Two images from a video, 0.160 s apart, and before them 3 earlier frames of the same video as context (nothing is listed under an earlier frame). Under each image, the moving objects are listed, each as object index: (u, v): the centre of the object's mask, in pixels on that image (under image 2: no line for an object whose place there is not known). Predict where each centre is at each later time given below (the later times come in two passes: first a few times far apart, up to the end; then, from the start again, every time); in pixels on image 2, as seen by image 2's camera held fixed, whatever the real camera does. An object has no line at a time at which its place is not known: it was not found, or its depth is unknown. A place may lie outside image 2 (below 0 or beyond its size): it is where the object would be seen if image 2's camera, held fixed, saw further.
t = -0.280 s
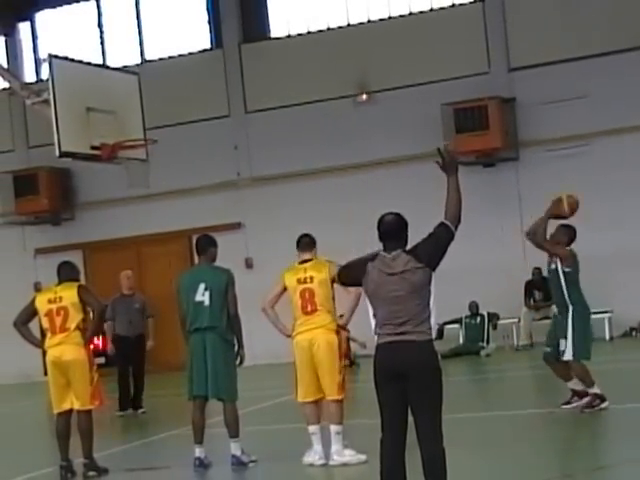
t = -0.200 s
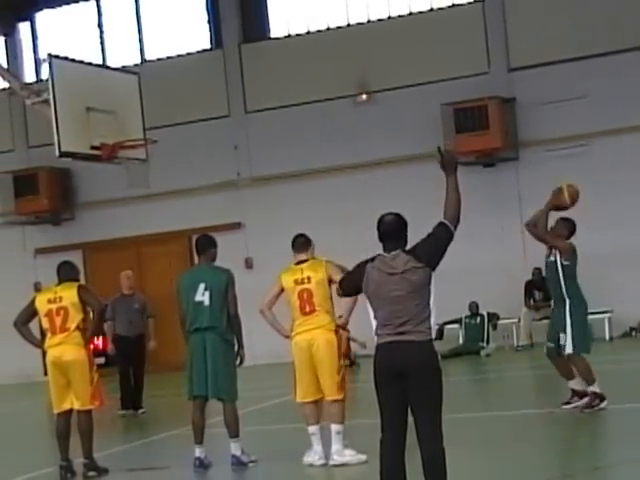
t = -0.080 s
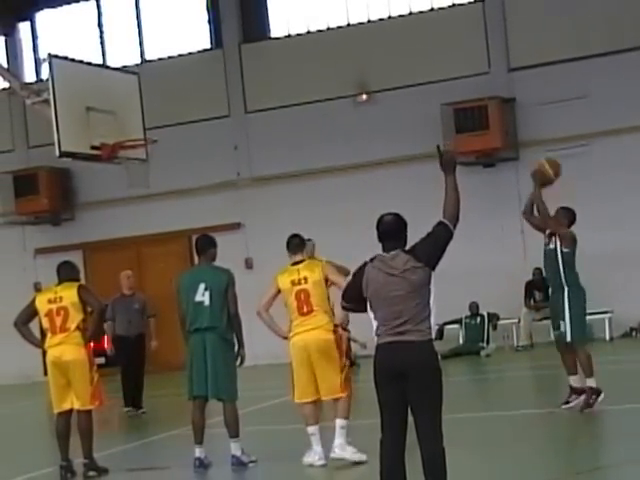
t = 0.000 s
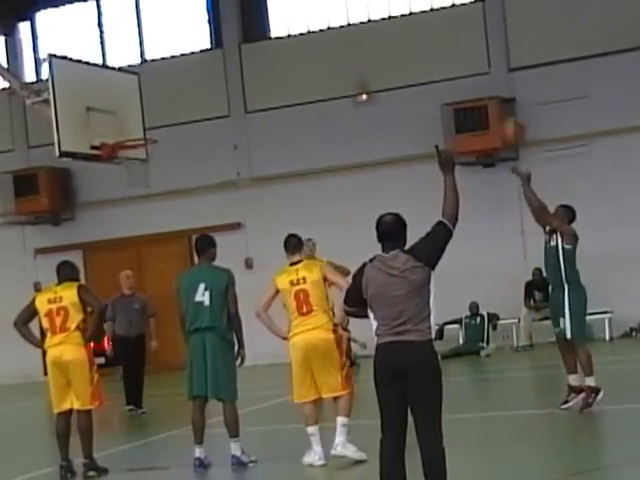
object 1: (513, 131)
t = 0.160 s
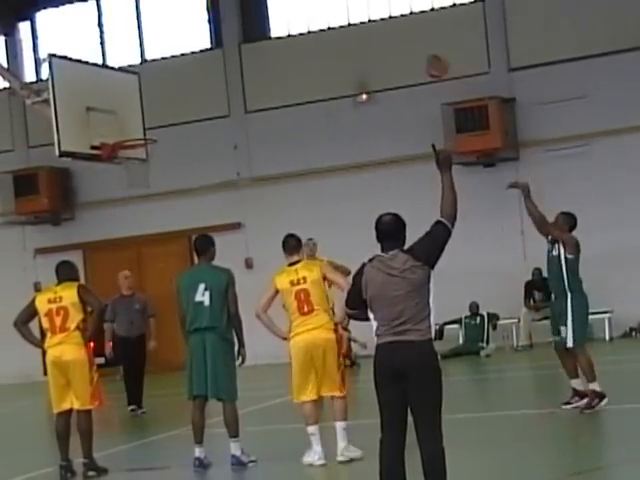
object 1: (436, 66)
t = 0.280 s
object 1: (385, 37)
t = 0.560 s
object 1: (271, 28)
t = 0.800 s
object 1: (190, 80)
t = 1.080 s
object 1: (166, 114)
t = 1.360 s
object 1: (205, 135)
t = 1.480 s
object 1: (227, 169)
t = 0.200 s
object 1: (419, 55)
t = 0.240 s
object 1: (401, 45)
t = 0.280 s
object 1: (385, 37)
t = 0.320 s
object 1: (367, 32)
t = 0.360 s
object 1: (350, 27)
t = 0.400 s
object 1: (333, 24)
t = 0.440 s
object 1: (318, 22)
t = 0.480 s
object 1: (302, 23)
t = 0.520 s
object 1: (287, 25)
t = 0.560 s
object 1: (271, 28)
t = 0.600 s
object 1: (256, 33)
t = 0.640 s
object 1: (246, 39)
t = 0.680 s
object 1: (231, 47)
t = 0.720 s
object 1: (218, 57)
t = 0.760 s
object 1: (203, 68)
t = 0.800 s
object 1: (190, 80)
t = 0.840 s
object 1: (178, 93)
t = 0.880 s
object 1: (167, 109)
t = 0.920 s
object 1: (155, 125)
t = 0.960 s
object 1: (152, 130)
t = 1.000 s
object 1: (156, 123)
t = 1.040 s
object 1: (160, 117)
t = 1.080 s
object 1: (166, 114)
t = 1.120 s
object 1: (171, 111)
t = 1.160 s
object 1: (176, 110)
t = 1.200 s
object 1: (181, 111)
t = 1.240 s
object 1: (188, 114)
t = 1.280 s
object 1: (192, 118)
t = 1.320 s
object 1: (199, 125)
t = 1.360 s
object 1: (205, 135)
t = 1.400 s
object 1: (212, 143)
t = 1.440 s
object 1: (219, 155)
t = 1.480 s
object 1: (227, 169)
